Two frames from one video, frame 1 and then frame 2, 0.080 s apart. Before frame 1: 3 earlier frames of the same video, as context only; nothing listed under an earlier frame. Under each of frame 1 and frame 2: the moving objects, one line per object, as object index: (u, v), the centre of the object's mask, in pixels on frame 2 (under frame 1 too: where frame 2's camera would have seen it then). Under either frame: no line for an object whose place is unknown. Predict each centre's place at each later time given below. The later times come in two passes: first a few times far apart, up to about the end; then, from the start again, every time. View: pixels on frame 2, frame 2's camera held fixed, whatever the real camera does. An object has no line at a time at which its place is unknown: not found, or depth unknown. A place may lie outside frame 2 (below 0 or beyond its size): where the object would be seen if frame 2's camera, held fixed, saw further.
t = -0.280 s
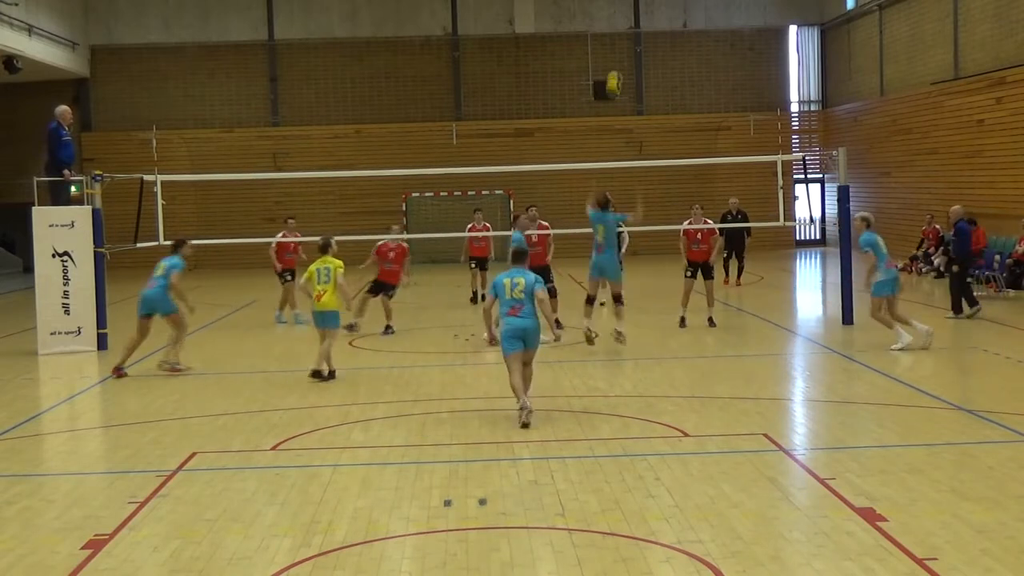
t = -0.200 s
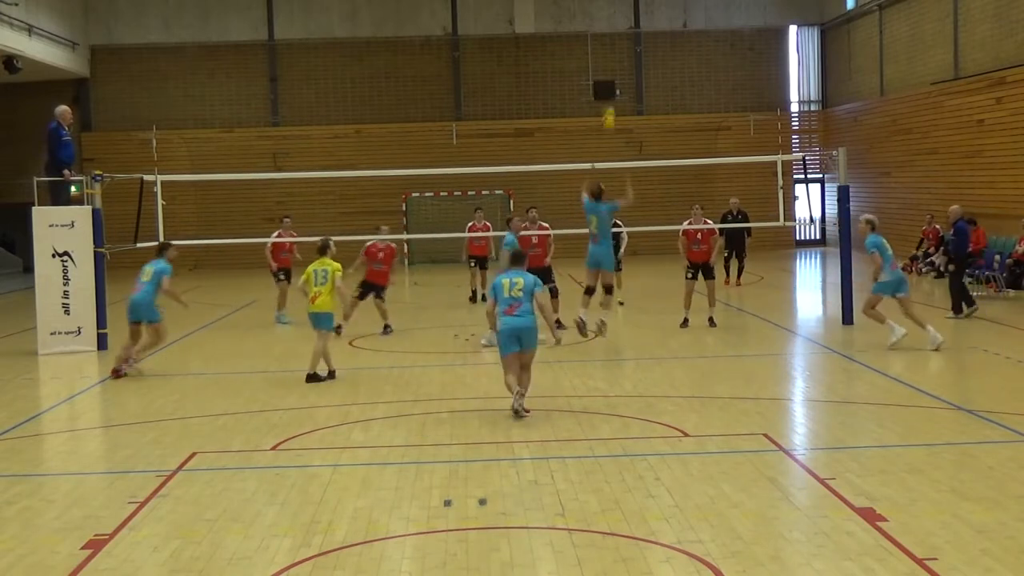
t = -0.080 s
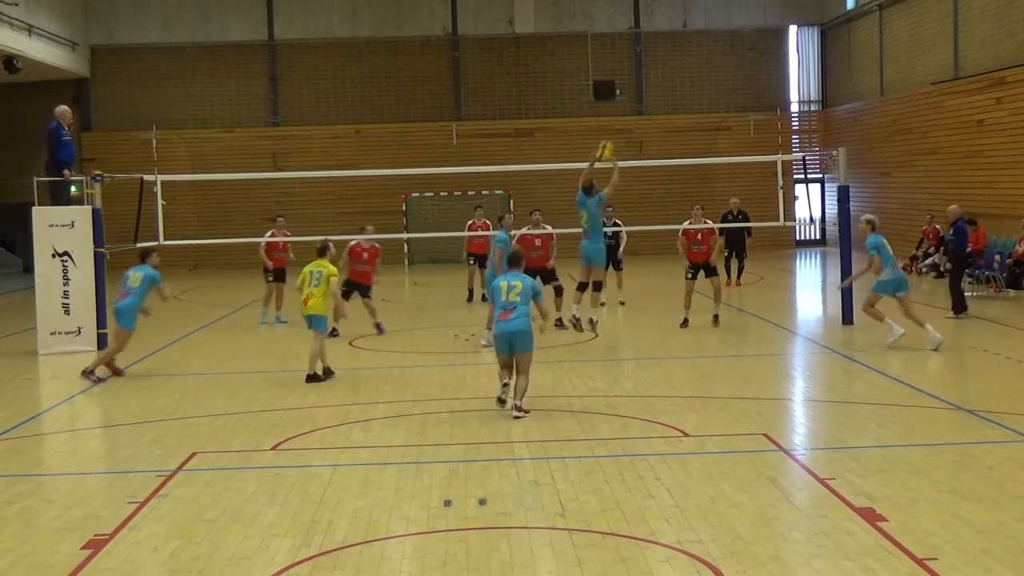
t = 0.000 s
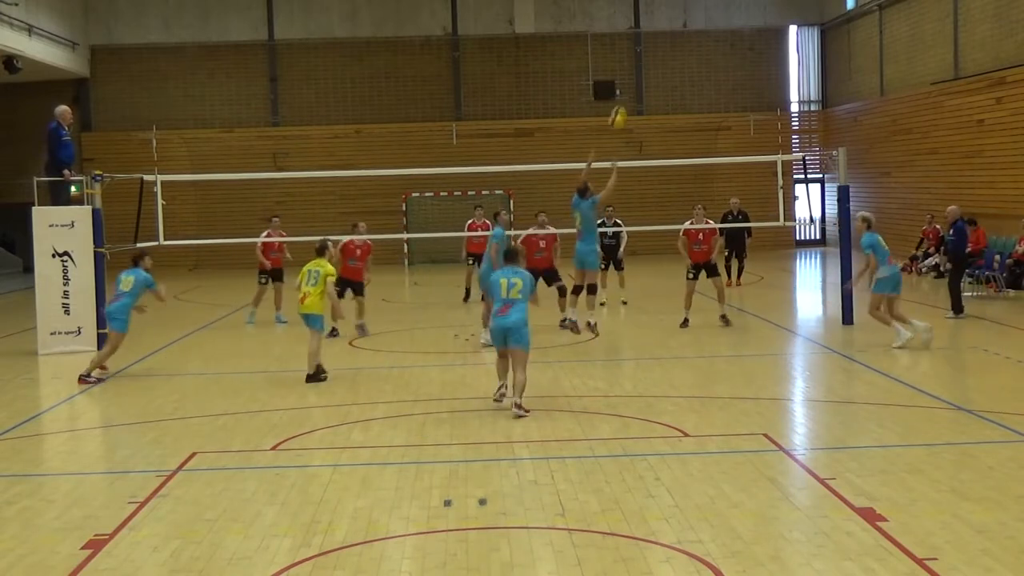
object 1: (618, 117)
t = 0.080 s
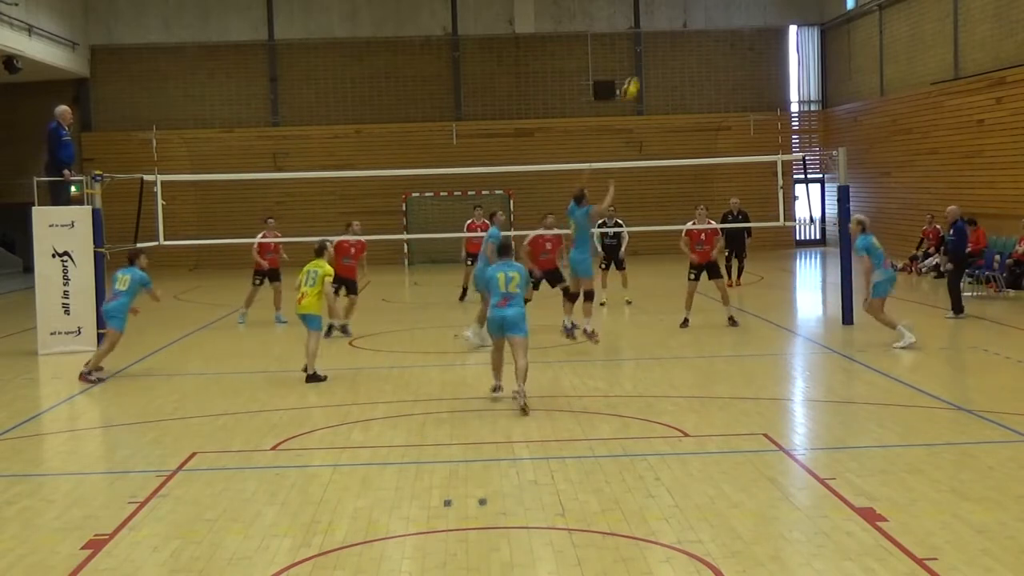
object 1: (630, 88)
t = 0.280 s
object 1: (663, 36)
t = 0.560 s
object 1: (709, 16)
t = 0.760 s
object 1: (741, 36)
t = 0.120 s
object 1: (637, 75)
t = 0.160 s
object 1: (644, 64)
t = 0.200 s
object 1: (650, 53)
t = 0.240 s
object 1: (657, 43)
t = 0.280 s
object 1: (663, 36)
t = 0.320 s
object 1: (670, 29)
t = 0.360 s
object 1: (677, 24)
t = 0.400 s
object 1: (683, 20)
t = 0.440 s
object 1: (689, 17)
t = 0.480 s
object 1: (696, 15)
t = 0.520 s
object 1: (702, 15)
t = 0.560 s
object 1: (709, 16)
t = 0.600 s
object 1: (715, 17)
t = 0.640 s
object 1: (721, 20)
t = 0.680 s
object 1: (728, 24)
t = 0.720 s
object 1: (734, 30)
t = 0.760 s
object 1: (741, 36)
